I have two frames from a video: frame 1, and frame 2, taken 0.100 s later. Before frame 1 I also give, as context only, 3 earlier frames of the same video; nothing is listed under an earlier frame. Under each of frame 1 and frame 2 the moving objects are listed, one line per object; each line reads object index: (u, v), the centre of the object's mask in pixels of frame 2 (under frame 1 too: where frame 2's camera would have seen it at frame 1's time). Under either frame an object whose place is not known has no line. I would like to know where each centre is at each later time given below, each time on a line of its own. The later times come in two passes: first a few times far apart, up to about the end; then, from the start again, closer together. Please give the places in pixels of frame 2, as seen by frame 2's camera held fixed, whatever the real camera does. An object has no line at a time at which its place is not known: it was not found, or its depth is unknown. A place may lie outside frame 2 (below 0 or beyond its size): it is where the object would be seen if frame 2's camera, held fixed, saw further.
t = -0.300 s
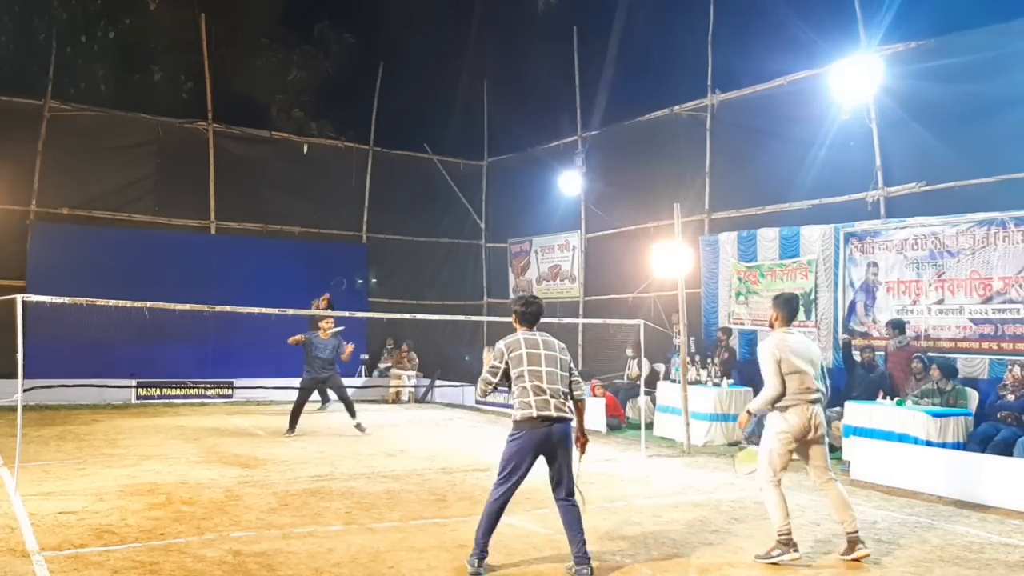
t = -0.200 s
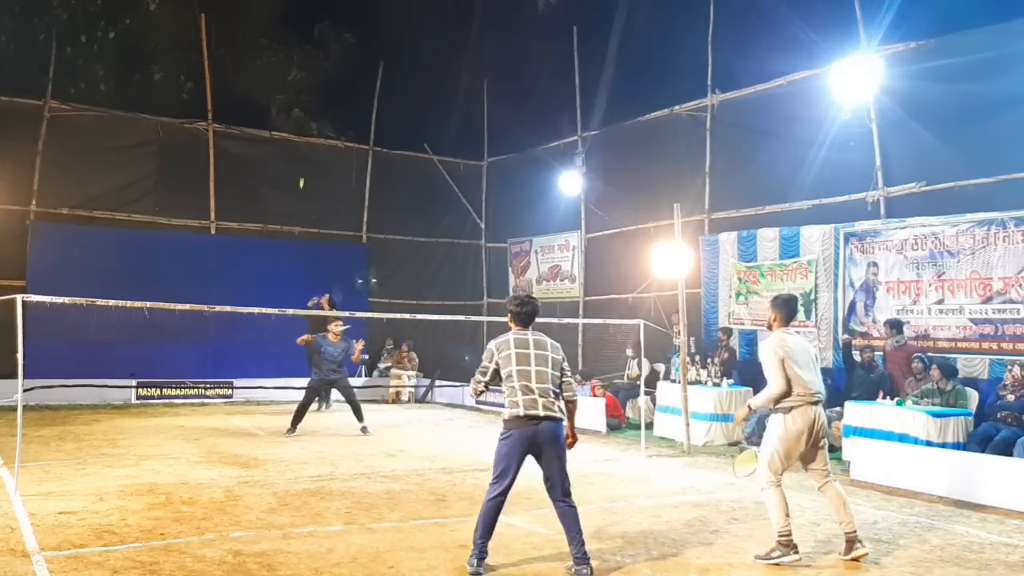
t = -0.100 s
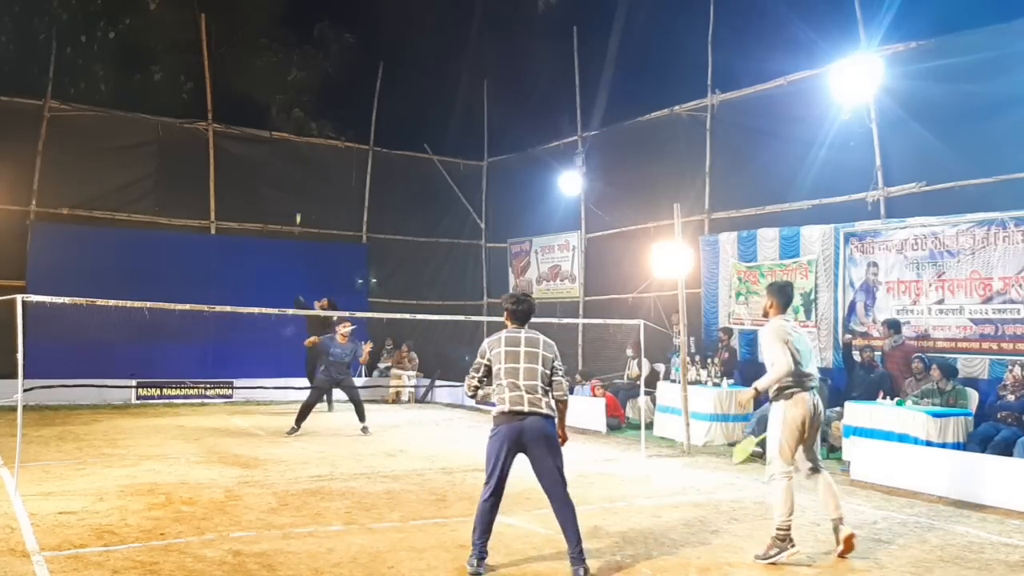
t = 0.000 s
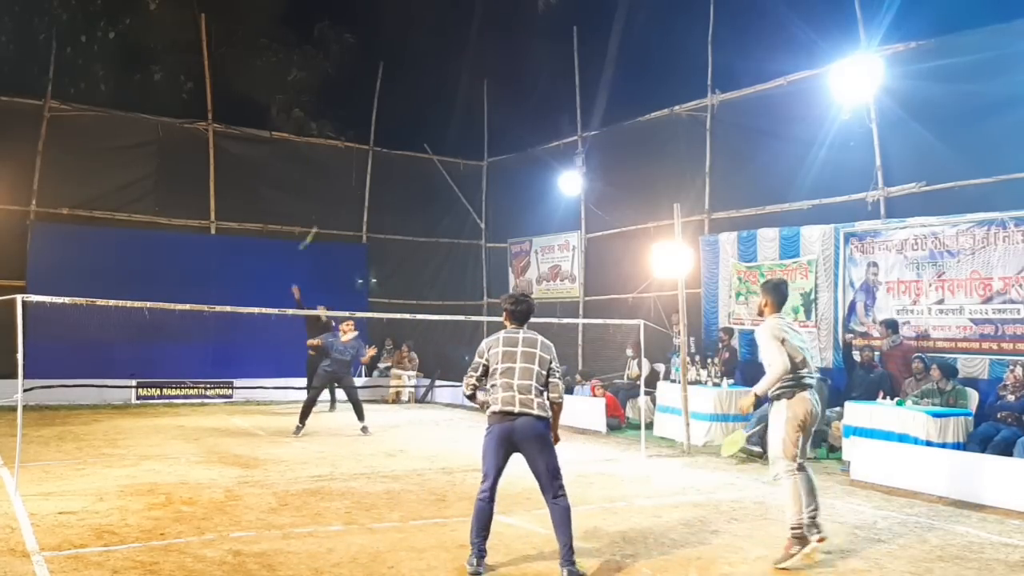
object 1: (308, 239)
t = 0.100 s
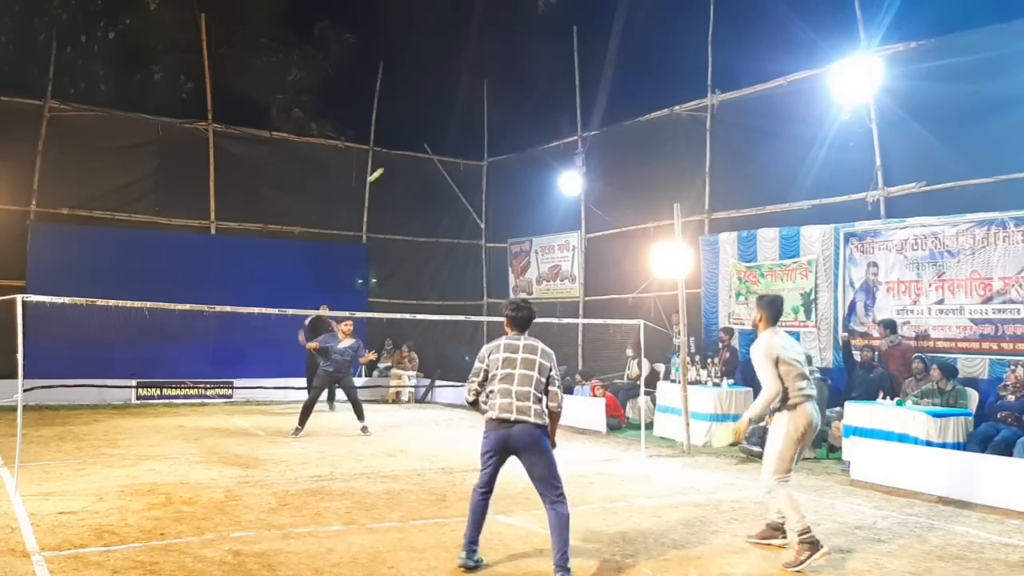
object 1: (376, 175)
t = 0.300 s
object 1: (474, 104)
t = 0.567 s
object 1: (582, 85)
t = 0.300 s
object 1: (474, 104)
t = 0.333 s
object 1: (489, 97)
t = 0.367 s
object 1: (503, 91)
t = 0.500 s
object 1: (556, 82)
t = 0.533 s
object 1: (569, 82)
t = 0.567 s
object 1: (582, 85)
